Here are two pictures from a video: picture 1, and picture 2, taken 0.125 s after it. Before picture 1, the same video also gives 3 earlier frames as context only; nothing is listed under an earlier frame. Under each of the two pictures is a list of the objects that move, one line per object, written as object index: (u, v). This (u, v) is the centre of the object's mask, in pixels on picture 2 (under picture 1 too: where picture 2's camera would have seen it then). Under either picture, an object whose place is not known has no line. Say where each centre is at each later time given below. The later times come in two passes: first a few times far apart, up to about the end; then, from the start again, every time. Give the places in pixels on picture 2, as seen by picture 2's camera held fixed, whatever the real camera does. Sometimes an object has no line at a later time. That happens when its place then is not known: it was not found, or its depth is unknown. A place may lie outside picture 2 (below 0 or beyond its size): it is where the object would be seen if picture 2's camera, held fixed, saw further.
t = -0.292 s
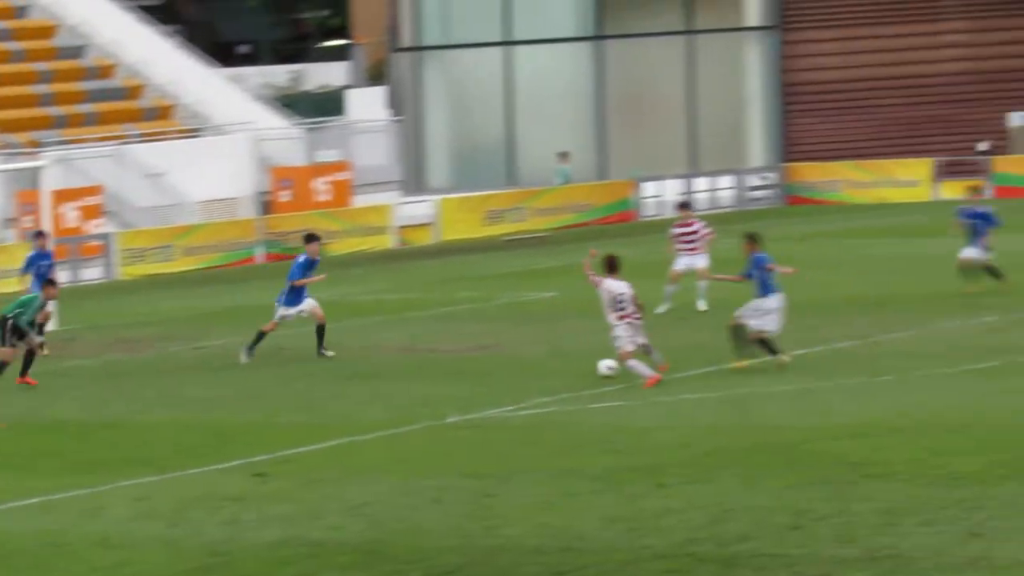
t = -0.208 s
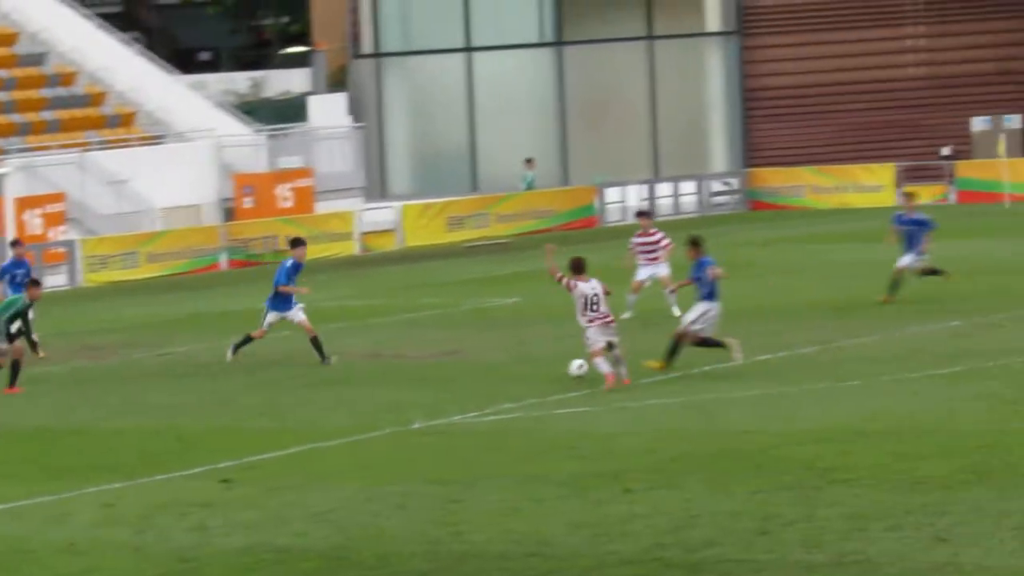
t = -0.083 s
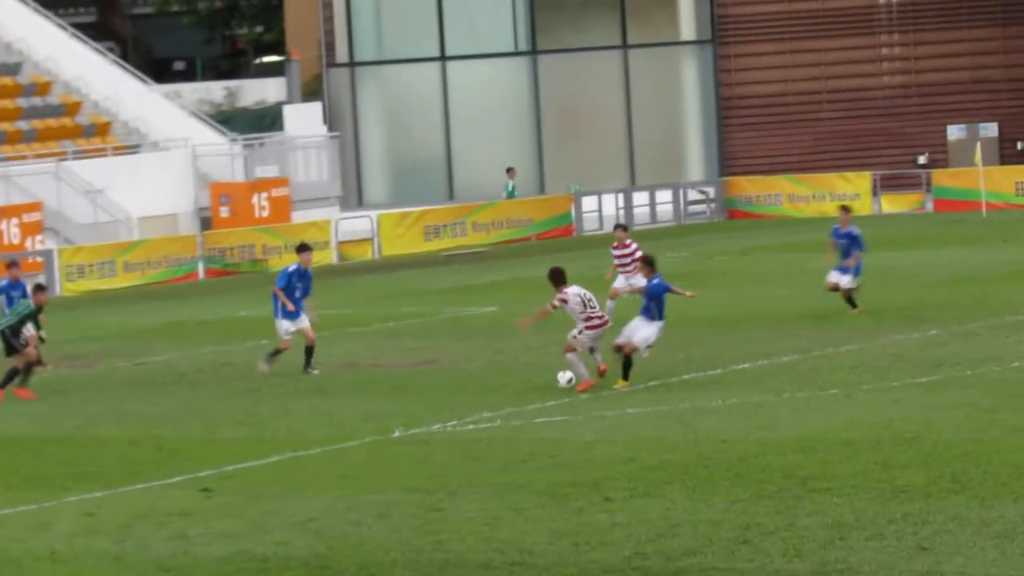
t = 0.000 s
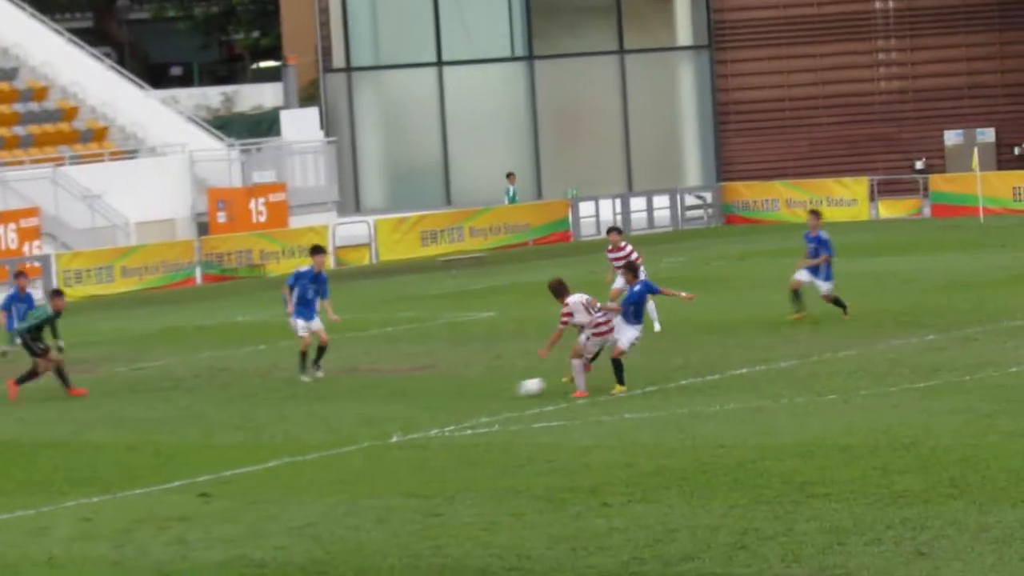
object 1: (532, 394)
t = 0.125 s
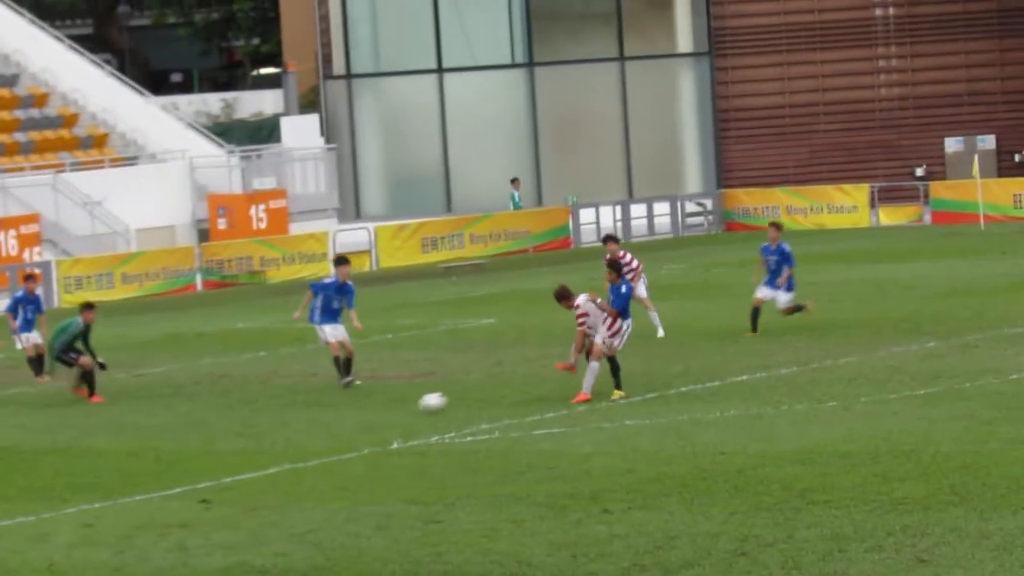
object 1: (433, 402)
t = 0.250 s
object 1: (336, 417)
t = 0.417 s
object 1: (220, 431)
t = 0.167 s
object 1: (401, 407)
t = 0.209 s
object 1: (368, 412)
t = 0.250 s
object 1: (336, 417)
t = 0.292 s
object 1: (307, 420)
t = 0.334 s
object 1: (277, 423)
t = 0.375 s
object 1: (248, 426)
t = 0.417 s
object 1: (220, 431)
